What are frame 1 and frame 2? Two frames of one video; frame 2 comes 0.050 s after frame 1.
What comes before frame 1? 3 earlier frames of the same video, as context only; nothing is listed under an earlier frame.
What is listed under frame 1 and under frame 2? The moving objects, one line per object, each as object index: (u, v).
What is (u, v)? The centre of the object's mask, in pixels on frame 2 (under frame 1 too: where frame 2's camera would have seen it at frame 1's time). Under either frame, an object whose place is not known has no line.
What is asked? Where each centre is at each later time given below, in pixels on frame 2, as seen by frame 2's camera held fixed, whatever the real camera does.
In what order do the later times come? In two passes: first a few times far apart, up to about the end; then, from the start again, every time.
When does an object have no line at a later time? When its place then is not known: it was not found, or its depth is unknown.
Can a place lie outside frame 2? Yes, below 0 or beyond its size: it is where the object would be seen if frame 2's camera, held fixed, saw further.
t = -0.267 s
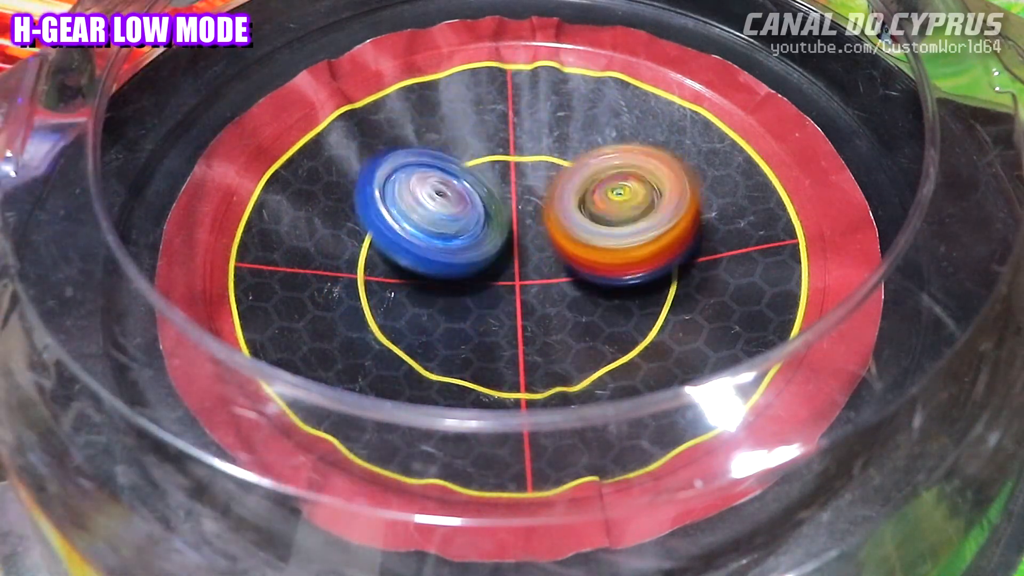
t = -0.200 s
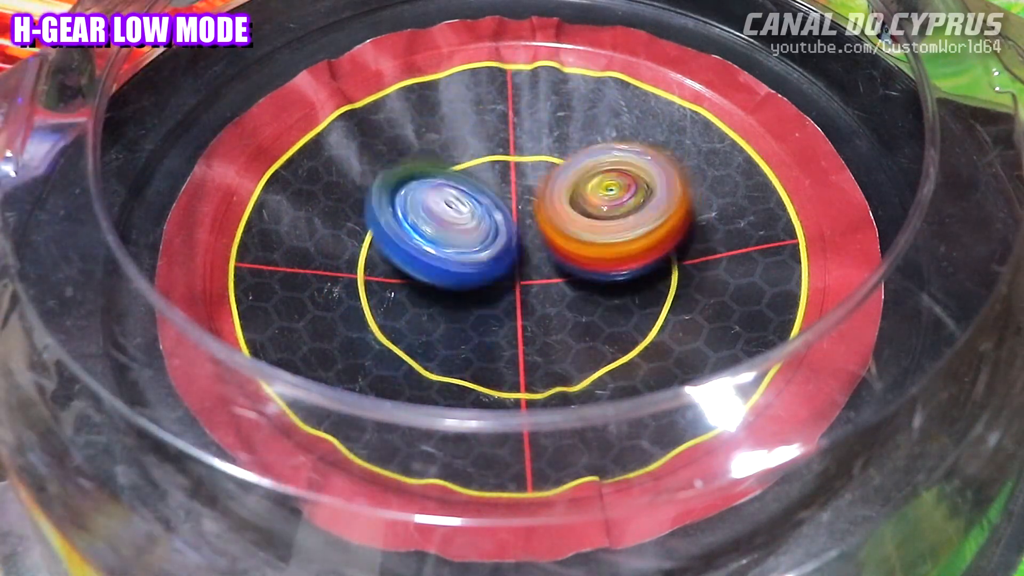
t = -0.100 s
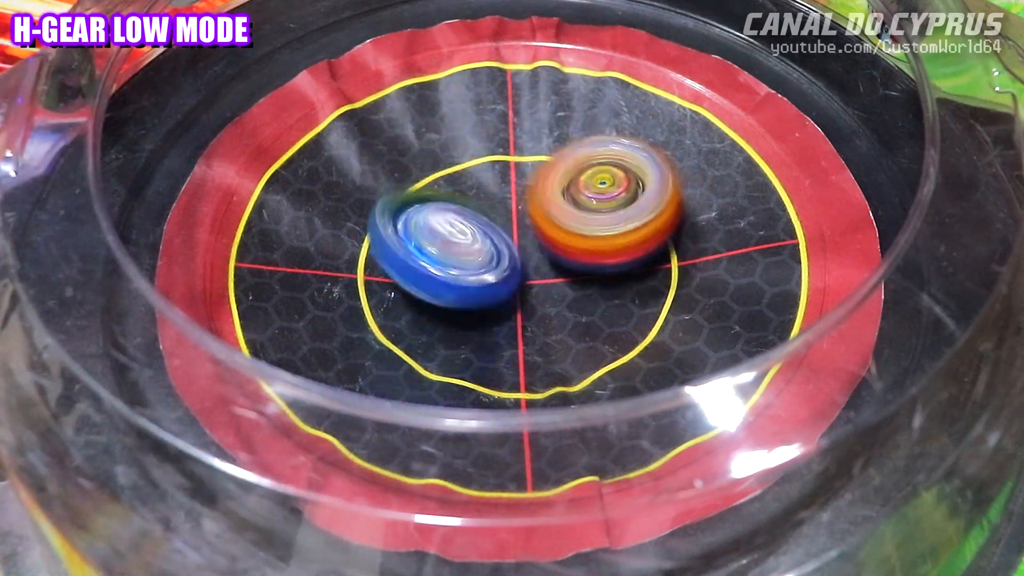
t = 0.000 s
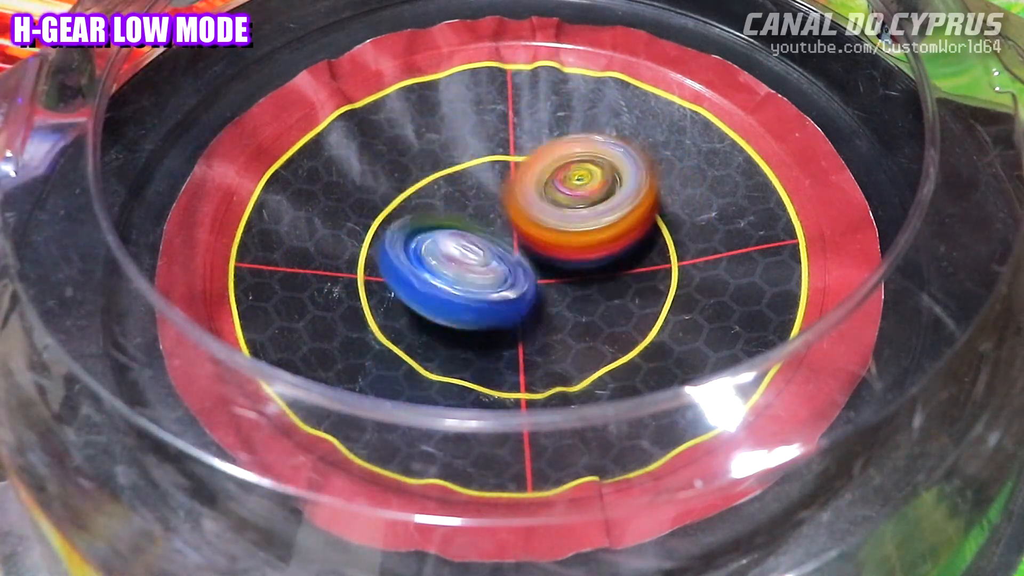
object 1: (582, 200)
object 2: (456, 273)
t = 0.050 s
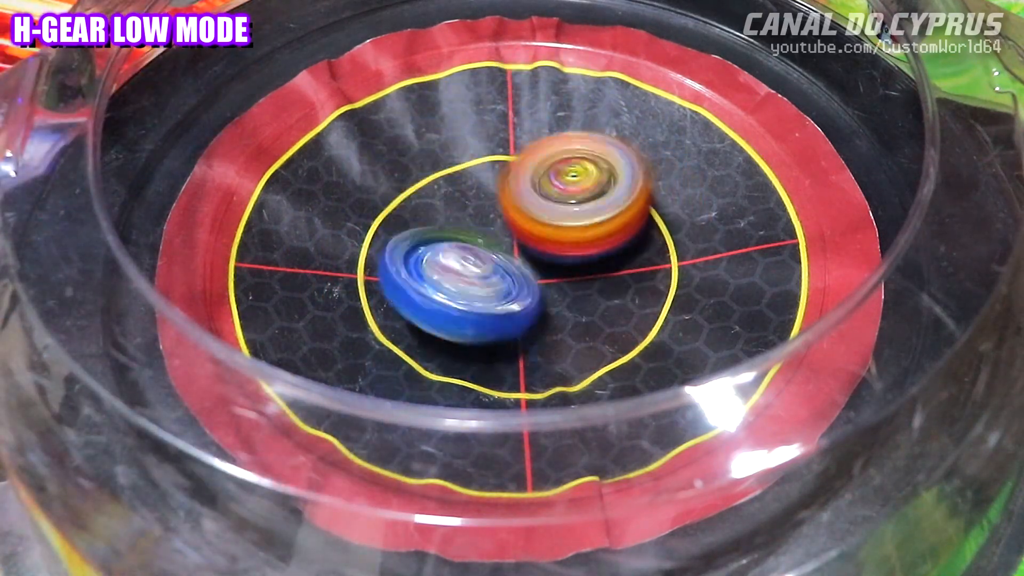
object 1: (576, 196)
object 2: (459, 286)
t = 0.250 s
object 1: (531, 190)
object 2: (494, 310)
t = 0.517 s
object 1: (467, 176)
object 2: (548, 313)
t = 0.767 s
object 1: (427, 208)
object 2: (573, 260)
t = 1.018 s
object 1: (449, 255)
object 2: (605, 195)
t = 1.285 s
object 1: (500, 288)
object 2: (598, 167)
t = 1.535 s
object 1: (534, 305)
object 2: (555, 162)
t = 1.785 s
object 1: (551, 319)
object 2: (492, 178)
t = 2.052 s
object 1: (565, 323)
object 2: (455, 164)
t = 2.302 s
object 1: (585, 264)
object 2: (435, 267)
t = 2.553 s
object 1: (485, 222)
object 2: (390, 330)
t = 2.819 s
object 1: (528, 220)
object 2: (429, 329)
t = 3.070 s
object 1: (521, 158)
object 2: (586, 291)
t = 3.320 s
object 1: (502, 218)
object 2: (651, 230)
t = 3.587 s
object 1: (477, 223)
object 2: (628, 210)
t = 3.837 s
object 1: (481, 232)
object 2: (570, 155)
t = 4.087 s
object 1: (500, 237)
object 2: (502, 130)
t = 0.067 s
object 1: (572, 198)
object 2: (462, 290)
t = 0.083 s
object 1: (567, 198)
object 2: (467, 292)
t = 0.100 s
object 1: (564, 197)
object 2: (469, 292)
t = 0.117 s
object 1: (560, 196)
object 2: (471, 296)
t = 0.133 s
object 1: (557, 195)
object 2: (475, 299)
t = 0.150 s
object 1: (554, 195)
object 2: (477, 299)
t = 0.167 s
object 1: (549, 195)
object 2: (478, 301)
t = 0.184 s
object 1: (546, 192)
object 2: (479, 304)
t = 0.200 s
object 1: (544, 191)
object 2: (481, 306)
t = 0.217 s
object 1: (539, 190)
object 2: (484, 308)
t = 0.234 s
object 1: (536, 190)
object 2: (489, 310)
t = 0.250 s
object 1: (531, 190)
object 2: (494, 310)
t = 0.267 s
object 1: (525, 191)
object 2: (497, 309)
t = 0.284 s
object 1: (520, 188)
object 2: (502, 310)
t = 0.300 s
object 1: (516, 191)
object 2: (505, 310)
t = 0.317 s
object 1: (511, 192)
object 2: (507, 308)
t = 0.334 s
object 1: (506, 192)
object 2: (511, 308)
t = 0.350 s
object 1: (502, 186)
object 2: (513, 315)
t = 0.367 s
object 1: (499, 181)
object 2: (519, 317)
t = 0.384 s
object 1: (497, 176)
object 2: (523, 323)
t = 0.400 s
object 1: (495, 173)
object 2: (528, 323)
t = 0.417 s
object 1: (492, 172)
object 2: (531, 323)
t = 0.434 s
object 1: (489, 172)
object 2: (534, 321)
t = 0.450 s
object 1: (485, 172)
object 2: (538, 321)
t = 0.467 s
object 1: (480, 174)
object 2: (541, 319)
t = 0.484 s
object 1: (476, 173)
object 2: (543, 317)
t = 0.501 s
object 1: (472, 174)
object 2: (546, 315)
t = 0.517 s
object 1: (467, 176)
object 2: (548, 313)
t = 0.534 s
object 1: (463, 175)
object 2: (549, 311)
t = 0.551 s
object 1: (459, 176)
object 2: (551, 308)
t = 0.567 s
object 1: (455, 179)
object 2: (553, 306)
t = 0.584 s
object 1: (451, 180)
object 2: (553, 304)
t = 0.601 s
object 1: (448, 181)
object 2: (554, 301)
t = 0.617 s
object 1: (445, 185)
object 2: (556, 298)
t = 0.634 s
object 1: (442, 186)
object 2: (555, 296)
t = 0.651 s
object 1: (440, 188)
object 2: (558, 291)
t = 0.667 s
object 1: (437, 192)
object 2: (560, 287)
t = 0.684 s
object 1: (435, 194)
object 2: (560, 284)
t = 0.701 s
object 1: (434, 196)
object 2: (561, 279)
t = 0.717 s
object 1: (433, 201)
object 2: (563, 274)
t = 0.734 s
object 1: (432, 204)
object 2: (564, 269)
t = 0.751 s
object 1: (430, 206)
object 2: (567, 265)
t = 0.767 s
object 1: (427, 208)
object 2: (573, 260)
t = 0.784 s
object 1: (426, 209)
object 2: (578, 253)
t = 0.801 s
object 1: (427, 211)
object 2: (582, 248)
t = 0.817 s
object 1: (427, 216)
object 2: (584, 241)
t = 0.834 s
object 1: (426, 219)
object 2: (588, 235)
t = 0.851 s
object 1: (427, 222)
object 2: (589, 229)
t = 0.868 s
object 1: (428, 226)
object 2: (590, 224)
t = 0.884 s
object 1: (429, 230)
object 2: (593, 218)
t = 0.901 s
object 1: (430, 232)
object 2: (595, 214)
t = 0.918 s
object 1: (432, 236)
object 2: (594, 210)
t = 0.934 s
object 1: (433, 240)
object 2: (597, 207)
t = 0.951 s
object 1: (436, 242)
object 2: (599, 204)
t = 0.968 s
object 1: (438, 245)
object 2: (601, 201)
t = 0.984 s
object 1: (442, 249)
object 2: (601, 199)
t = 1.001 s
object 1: (445, 252)
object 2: (603, 197)
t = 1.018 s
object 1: (449, 255)
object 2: (605, 195)
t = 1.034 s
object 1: (453, 259)
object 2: (605, 193)
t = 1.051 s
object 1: (455, 260)
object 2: (605, 192)
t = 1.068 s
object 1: (460, 261)
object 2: (606, 191)
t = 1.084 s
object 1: (465, 265)
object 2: (606, 190)
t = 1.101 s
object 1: (469, 267)
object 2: (605, 189)
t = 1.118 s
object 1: (473, 268)
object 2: (604, 188)
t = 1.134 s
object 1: (478, 271)
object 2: (606, 186)
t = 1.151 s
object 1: (482, 272)
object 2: (605, 184)
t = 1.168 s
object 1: (488, 273)
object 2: (604, 183)
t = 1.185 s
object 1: (493, 275)
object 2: (604, 182)
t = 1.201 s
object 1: (498, 276)
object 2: (603, 180)
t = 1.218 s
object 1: (502, 276)
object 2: (600, 179)
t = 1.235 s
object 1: (502, 280)
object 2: (601, 177)
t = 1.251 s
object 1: (500, 284)
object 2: (604, 172)
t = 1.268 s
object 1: (500, 287)
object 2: (602, 168)
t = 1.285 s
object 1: (500, 288)
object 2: (598, 167)
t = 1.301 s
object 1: (502, 289)
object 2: (597, 167)
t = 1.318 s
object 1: (505, 290)
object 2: (594, 167)
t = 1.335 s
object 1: (509, 290)
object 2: (590, 167)
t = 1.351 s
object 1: (513, 292)
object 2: (587, 168)
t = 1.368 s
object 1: (516, 294)
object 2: (587, 168)
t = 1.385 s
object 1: (518, 294)
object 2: (585, 168)
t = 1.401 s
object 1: (521, 292)
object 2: (582, 168)
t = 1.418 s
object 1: (526, 293)
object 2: (578, 168)
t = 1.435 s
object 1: (529, 293)
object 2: (577, 169)
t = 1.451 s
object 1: (530, 293)
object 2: (573, 169)
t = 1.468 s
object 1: (533, 293)
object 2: (570, 171)
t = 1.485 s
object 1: (534, 300)
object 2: (568, 169)
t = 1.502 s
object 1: (532, 303)
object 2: (565, 165)
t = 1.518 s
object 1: (532, 304)
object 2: (559, 163)
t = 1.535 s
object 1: (534, 305)
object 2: (555, 162)
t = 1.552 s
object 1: (535, 305)
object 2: (552, 163)
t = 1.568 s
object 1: (537, 305)
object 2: (550, 165)
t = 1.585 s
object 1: (540, 306)
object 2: (547, 167)
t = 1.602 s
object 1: (542, 306)
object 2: (544, 170)
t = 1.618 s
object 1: (542, 307)
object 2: (542, 172)
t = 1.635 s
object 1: (541, 305)
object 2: (540, 173)
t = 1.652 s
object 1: (542, 304)
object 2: (537, 175)
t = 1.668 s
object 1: (545, 303)
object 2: (534, 177)
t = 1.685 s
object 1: (546, 303)
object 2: (532, 180)
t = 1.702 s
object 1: (546, 301)
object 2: (525, 181)
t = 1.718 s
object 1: (545, 303)
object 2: (519, 183)
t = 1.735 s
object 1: (546, 303)
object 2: (514, 185)
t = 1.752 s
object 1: (545, 301)
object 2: (509, 187)
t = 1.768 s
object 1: (547, 306)
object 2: (502, 185)
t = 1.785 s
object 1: (551, 319)
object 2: (492, 178)
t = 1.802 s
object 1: (555, 327)
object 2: (485, 164)
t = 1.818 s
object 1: (557, 334)
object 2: (478, 153)
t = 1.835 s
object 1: (558, 336)
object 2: (470, 145)
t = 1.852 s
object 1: (557, 338)
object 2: (464, 143)
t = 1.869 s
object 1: (556, 338)
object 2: (460, 143)
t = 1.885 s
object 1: (554, 338)
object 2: (459, 145)
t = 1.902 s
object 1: (557, 338)
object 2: (459, 147)
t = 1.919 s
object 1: (559, 336)
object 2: (458, 148)
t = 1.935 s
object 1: (560, 336)
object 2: (458, 149)
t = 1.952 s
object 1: (562, 335)
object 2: (457, 150)
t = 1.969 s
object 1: (562, 334)
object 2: (457, 152)
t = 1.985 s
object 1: (560, 332)
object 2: (457, 153)
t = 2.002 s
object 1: (562, 330)
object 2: (457, 154)
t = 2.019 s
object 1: (564, 327)
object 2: (456, 157)
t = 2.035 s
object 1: (563, 325)
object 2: (456, 160)
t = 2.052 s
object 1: (565, 323)
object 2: (455, 164)
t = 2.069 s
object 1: (566, 320)
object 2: (455, 167)
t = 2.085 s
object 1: (566, 318)
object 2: (456, 171)
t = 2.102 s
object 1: (566, 315)
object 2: (456, 175)
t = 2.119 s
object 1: (567, 311)
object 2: (455, 182)
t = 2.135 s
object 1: (567, 307)
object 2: (454, 187)
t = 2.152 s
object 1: (568, 304)
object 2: (454, 194)
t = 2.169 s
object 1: (570, 300)
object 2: (453, 199)
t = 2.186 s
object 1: (569, 297)
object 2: (451, 206)
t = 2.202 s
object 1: (571, 294)
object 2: (448, 213)
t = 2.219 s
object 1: (572, 288)
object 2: (448, 221)
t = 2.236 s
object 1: (570, 284)
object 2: (444, 229)
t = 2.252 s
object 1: (572, 281)
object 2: (444, 237)
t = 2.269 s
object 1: (573, 275)
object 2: (441, 247)
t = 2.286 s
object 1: (577, 268)
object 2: (439, 256)
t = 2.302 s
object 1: (585, 264)
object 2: (435, 267)
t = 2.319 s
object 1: (590, 256)
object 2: (428, 276)
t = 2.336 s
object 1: (590, 250)
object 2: (422, 282)
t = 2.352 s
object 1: (590, 244)
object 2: (415, 292)
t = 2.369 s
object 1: (586, 236)
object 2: (411, 298)
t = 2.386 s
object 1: (582, 231)
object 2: (408, 305)
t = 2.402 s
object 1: (577, 226)
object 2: (404, 310)
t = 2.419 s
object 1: (568, 221)
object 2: (400, 315)
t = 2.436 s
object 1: (561, 217)
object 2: (397, 320)
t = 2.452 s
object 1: (547, 214)
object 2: (394, 322)
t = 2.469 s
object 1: (539, 212)
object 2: (393, 325)
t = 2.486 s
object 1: (525, 212)
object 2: (393, 327)
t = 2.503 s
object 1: (517, 212)
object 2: (391, 328)
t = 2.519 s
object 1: (505, 215)
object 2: (391, 329)
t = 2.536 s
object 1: (498, 216)
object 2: (391, 329)
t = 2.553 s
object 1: (485, 222)
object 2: (390, 330)
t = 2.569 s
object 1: (480, 225)
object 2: (389, 332)
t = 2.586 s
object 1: (474, 229)
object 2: (388, 331)
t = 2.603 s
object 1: (470, 234)
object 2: (387, 332)
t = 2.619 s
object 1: (473, 236)
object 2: (386, 330)
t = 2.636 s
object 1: (478, 234)
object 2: (382, 333)
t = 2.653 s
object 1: (484, 232)
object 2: (376, 338)
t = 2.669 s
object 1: (490, 231)
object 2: (379, 338)
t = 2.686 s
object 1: (497, 229)
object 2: (382, 341)
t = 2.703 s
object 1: (501, 226)
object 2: (386, 341)
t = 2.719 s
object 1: (505, 225)
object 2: (392, 341)
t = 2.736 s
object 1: (511, 224)
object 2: (397, 337)
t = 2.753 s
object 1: (514, 223)
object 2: (400, 335)
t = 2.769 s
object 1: (519, 222)
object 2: (406, 335)
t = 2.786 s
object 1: (523, 222)
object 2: (413, 333)
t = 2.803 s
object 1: (526, 222)
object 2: (420, 331)
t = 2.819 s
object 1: (528, 220)
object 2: (429, 329)
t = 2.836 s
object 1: (531, 218)
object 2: (439, 325)
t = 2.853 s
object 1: (534, 218)
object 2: (450, 321)
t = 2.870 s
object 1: (535, 216)
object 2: (461, 320)
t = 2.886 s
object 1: (536, 211)
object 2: (470, 320)
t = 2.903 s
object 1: (540, 203)
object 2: (480, 323)
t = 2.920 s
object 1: (545, 195)
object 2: (489, 323)
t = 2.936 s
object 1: (547, 189)
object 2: (500, 321)
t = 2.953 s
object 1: (547, 181)
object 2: (511, 320)
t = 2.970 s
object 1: (547, 174)
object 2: (521, 318)
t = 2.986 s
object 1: (546, 169)
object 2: (531, 314)
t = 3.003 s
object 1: (545, 166)
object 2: (543, 309)
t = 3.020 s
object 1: (540, 163)
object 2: (556, 305)
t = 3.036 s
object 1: (533, 160)
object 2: (566, 301)
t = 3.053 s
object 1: (527, 158)
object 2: (577, 297)
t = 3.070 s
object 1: (521, 158)
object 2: (586, 291)
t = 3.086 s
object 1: (517, 157)
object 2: (598, 284)
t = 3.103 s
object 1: (512, 158)
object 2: (605, 278)
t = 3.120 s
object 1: (506, 160)
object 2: (616, 274)
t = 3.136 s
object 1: (500, 163)
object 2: (622, 269)
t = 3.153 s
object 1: (494, 166)
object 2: (628, 262)
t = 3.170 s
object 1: (487, 170)
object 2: (633, 257)
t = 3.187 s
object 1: (480, 175)
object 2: (639, 252)
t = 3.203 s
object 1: (476, 181)
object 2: (643, 248)
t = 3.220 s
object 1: (474, 189)
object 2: (647, 245)
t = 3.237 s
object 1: (475, 194)
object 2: (647, 240)
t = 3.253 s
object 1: (478, 201)
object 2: (652, 237)
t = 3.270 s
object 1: (483, 207)
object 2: (652, 234)
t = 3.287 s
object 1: (490, 212)
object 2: (652, 233)
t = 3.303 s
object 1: (497, 216)
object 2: (651, 231)
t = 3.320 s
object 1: (502, 218)
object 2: (651, 230)
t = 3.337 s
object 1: (504, 218)
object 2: (652, 229)
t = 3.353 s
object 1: (503, 218)
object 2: (653, 229)
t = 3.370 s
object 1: (504, 219)
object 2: (653, 227)
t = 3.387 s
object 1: (502, 220)
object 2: (652, 228)
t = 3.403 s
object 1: (500, 223)
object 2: (653, 227)
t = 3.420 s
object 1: (497, 224)
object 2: (655, 225)
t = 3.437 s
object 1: (494, 224)
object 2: (655, 224)
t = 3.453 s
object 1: (491, 223)
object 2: (654, 223)
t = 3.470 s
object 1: (488, 223)
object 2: (651, 223)
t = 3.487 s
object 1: (486, 222)
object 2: (646, 223)
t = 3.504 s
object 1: (485, 222)
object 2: (643, 222)
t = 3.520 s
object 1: (484, 221)
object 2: (638, 220)
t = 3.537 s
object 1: (484, 221)
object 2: (634, 219)
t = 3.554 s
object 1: (483, 221)
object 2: (631, 217)
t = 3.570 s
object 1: (479, 221)
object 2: (629, 214)
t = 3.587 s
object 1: (477, 223)
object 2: (628, 210)
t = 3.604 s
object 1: (476, 223)
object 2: (625, 207)
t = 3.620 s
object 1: (476, 223)
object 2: (620, 205)
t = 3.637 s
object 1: (476, 224)
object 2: (615, 203)
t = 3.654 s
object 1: (477, 224)
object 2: (611, 201)
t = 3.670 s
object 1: (478, 225)
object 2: (608, 198)
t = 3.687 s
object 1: (478, 226)
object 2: (604, 194)
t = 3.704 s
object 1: (477, 227)
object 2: (600, 190)
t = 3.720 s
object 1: (476, 228)
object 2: (597, 185)
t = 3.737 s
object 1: (475, 229)
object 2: (595, 180)
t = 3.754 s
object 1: (476, 229)
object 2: (592, 175)
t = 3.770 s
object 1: (477, 229)
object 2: (587, 172)
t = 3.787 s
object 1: (478, 230)
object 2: (583, 168)
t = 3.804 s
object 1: (479, 231)
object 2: (579, 163)
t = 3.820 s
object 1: (480, 231)
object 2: (575, 159)
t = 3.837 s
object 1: (481, 232)
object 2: (570, 155)
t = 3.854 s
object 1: (481, 232)
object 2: (566, 151)
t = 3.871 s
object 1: (481, 233)
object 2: (562, 148)
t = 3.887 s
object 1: (482, 234)
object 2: (557, 145)
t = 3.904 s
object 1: (483, 235)
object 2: (552, 142)
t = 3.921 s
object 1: (485, 235)
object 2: (546, 139)
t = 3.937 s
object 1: (486, 235)
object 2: (541, 136)
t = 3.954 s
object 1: (487, 236)
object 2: (536, 134)
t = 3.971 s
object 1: (489, 237)
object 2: (531, 133)
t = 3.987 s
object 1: (491, 237)
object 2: (527, 132)
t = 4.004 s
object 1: (493, 237)
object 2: (523, 131)
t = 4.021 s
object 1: (494, 237)
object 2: (519, 130)
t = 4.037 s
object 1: (496, 237)
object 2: (515, 130)
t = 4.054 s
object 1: (497, 237)
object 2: (511, 129)
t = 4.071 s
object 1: (499, 237)
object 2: (507, 129)
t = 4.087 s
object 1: (500, 237)
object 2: (502, 130)
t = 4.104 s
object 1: (501, 237)
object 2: (498, 129)
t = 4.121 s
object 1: (502, 237)
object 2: (495, 128)
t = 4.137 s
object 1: (502, 237)
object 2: (491, 129)
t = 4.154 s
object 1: (502, 237)
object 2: (489, 129)
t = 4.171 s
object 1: (502, 237)
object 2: (487, 130)
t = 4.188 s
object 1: (502, 237)
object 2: (485, 130)
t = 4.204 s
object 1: (502, 237)
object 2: (484, 130)
